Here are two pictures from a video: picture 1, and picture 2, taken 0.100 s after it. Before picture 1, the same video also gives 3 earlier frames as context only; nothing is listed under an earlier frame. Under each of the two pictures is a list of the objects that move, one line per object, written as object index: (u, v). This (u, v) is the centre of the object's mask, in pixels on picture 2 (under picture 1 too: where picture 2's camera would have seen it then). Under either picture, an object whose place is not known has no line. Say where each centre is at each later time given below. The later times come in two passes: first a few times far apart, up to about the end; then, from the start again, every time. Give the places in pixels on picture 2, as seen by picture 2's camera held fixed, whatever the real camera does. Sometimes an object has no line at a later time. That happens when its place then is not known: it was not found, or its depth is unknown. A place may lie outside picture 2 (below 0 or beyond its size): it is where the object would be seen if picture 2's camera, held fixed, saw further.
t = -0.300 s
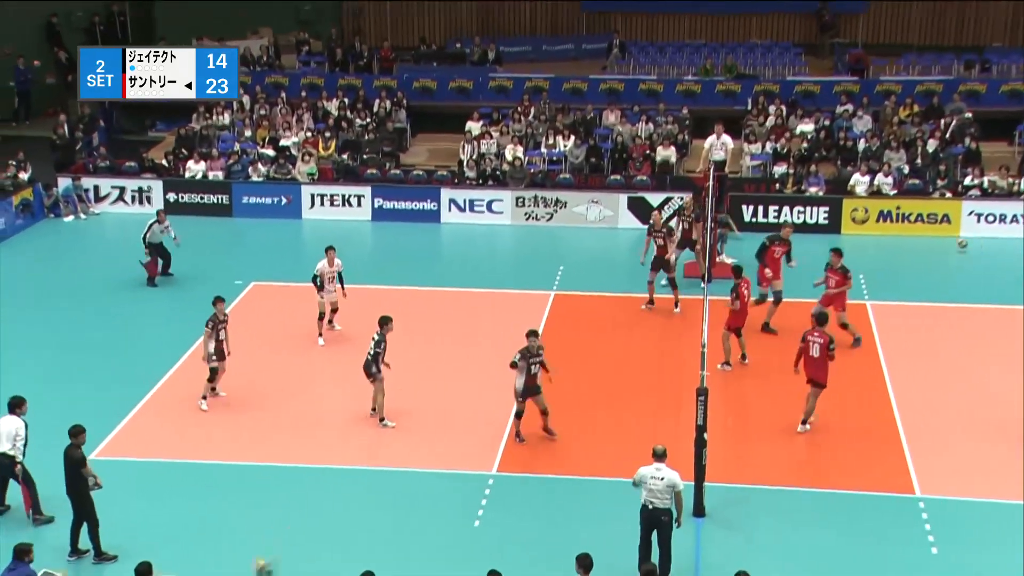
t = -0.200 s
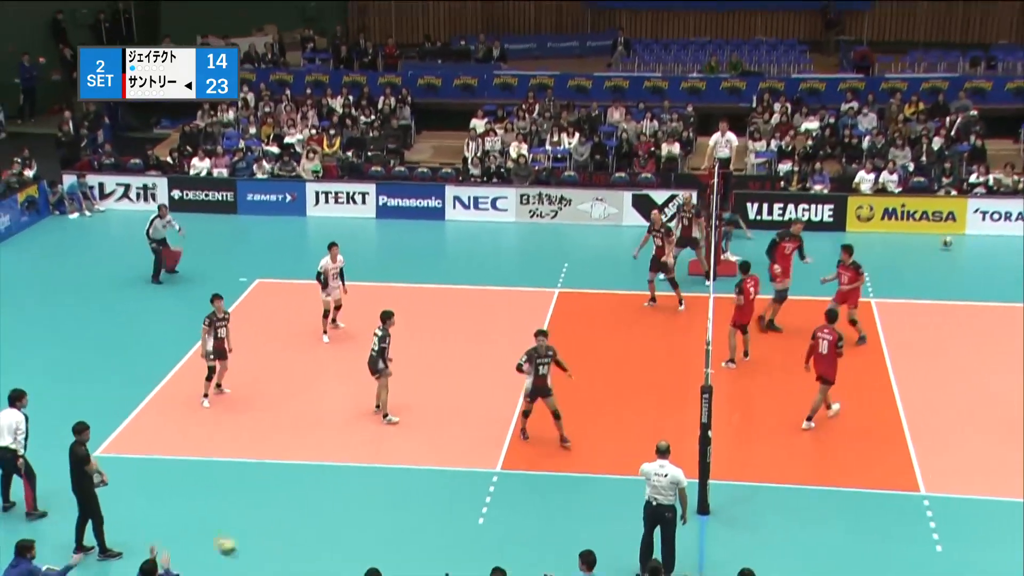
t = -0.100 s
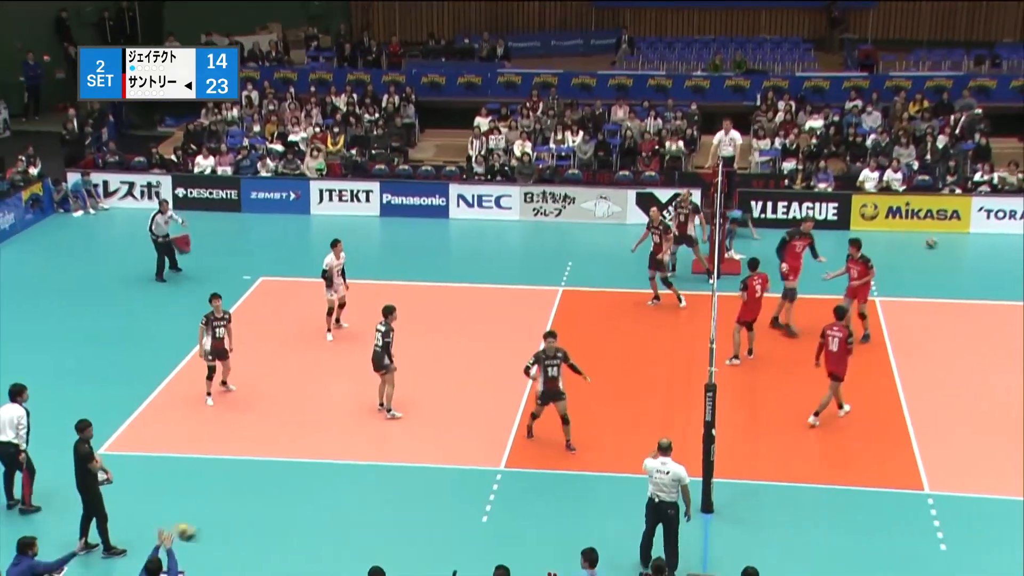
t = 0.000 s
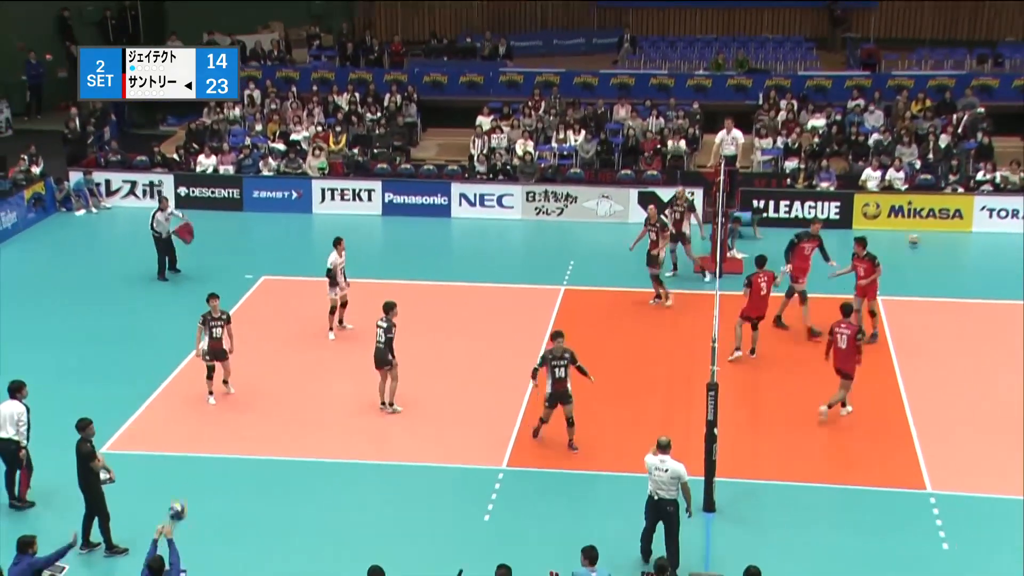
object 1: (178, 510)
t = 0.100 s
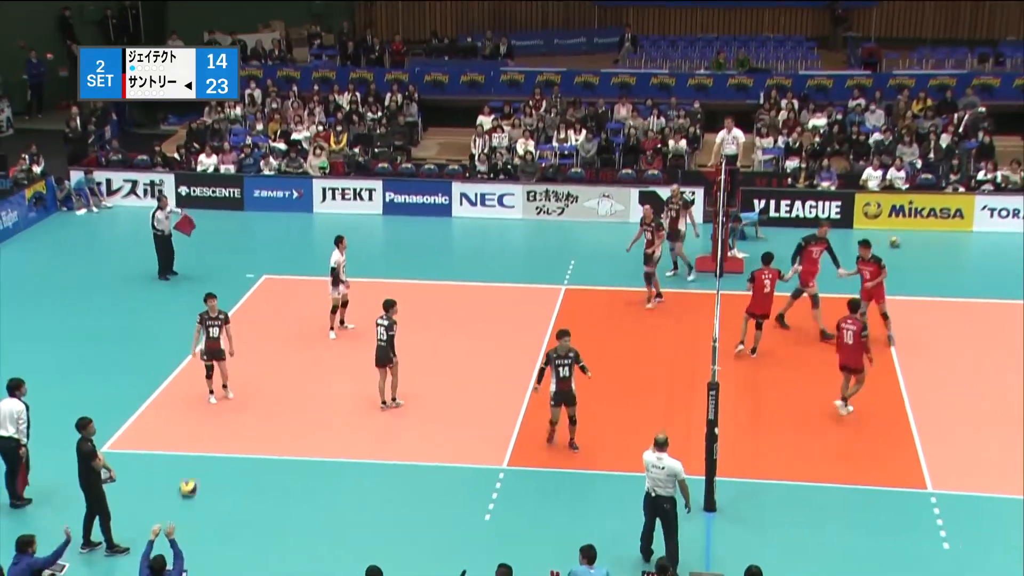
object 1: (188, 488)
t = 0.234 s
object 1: (204, 471)
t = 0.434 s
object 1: (225, 472)
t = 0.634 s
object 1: (248, 502)
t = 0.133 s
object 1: (192, 483)
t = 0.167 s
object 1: (195, 479)
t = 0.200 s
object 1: (199, 474)
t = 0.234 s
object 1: (204, 471)
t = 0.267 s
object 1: (205, 470)
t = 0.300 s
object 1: (210, 468)
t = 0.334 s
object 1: (214, 468)
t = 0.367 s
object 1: (216, 468)
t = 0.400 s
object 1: (221, 469)
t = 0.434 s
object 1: (225, 472)
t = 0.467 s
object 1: (227, 473)
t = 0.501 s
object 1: (233, 479)
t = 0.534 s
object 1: (237, 484)
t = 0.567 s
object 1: (239, 487)
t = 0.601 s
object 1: (245, 495)
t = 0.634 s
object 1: (248, 502)
